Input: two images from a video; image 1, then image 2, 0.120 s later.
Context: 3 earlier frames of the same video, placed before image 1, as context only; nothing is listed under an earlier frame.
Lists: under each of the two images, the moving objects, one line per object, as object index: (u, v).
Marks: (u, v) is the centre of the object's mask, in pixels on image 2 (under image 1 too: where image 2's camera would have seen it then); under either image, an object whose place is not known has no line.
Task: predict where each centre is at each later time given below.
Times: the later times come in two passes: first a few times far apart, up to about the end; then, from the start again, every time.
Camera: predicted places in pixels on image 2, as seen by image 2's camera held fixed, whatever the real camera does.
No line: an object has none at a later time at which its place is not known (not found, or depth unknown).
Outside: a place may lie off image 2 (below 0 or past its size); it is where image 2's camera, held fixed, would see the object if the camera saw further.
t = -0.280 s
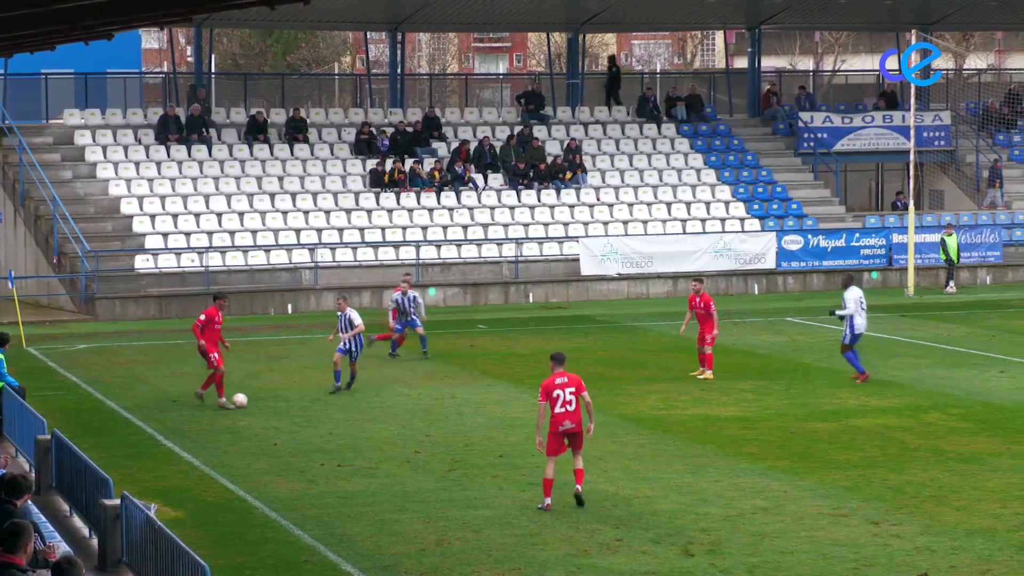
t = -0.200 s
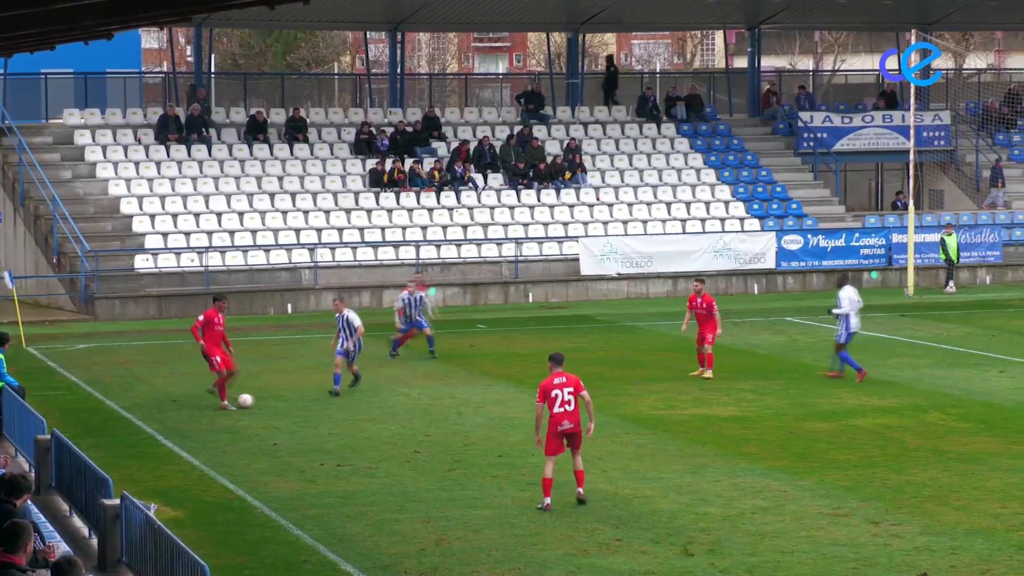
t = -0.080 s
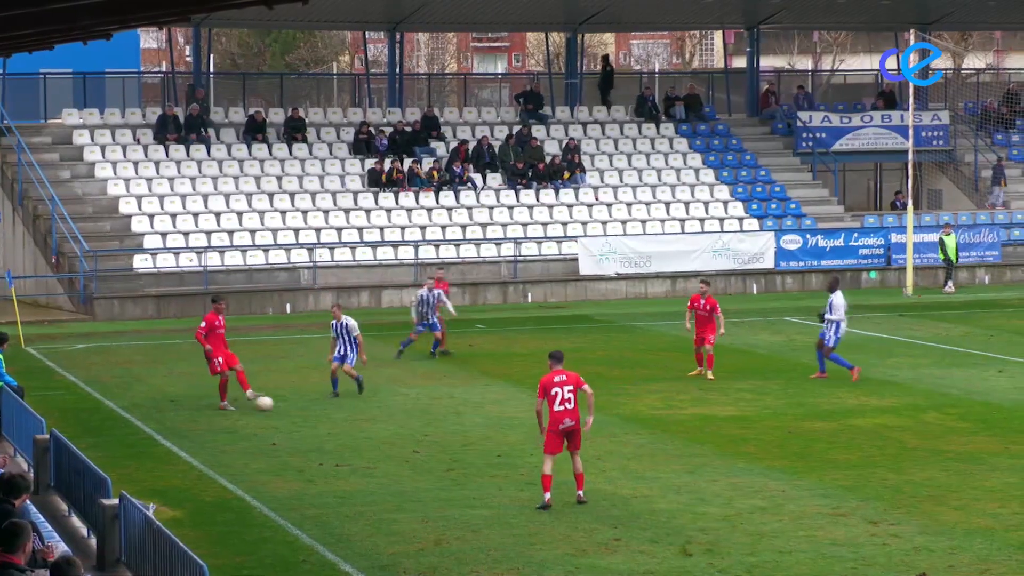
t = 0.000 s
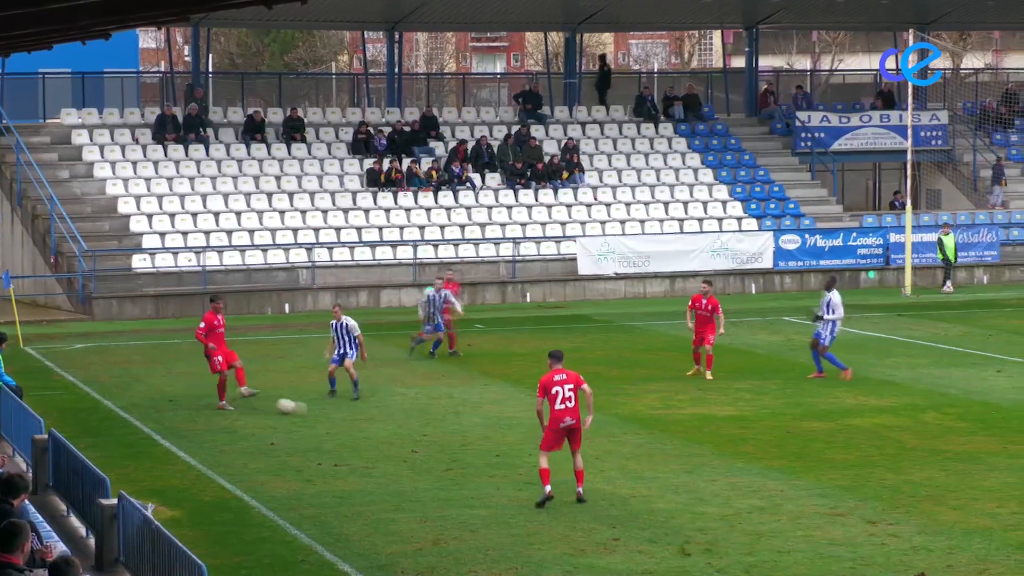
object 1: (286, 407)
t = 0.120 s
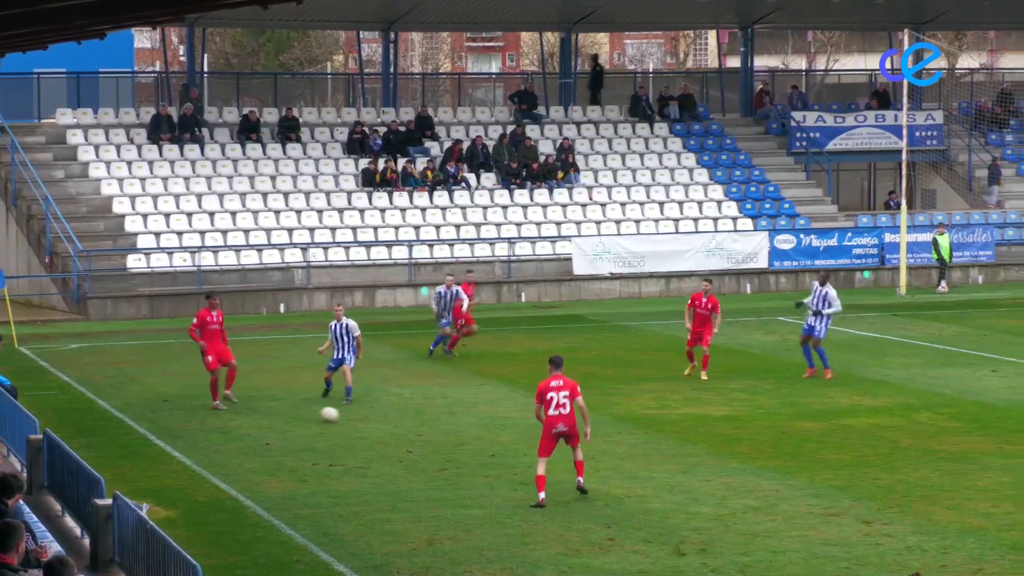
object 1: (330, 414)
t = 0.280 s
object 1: (381, 421)
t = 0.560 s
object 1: (469, 437)
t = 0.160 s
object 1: (337, 416)
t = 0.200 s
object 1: (356, 418)
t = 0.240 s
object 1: (368, 420)
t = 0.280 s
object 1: (381, 421)
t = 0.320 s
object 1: (399, 426)
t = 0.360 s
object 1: (407, 427)
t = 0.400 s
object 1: (424, 429)
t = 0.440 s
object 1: (435, 431)
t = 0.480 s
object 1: (445, 433)
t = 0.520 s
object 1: (462, 436)
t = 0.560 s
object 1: (469, 437)
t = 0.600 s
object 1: (484, 440)
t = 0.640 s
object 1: (493, 441)
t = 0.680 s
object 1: (504, 442)
